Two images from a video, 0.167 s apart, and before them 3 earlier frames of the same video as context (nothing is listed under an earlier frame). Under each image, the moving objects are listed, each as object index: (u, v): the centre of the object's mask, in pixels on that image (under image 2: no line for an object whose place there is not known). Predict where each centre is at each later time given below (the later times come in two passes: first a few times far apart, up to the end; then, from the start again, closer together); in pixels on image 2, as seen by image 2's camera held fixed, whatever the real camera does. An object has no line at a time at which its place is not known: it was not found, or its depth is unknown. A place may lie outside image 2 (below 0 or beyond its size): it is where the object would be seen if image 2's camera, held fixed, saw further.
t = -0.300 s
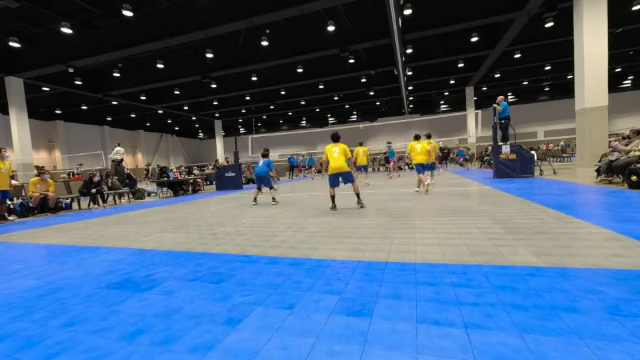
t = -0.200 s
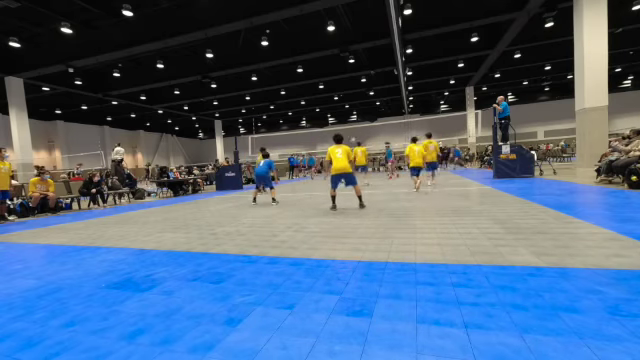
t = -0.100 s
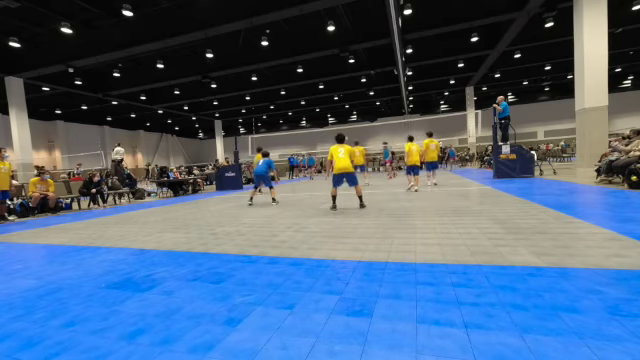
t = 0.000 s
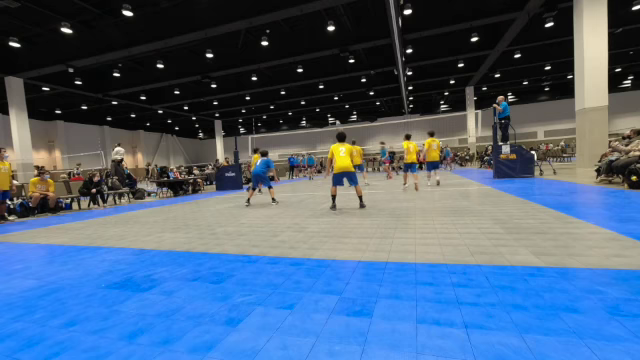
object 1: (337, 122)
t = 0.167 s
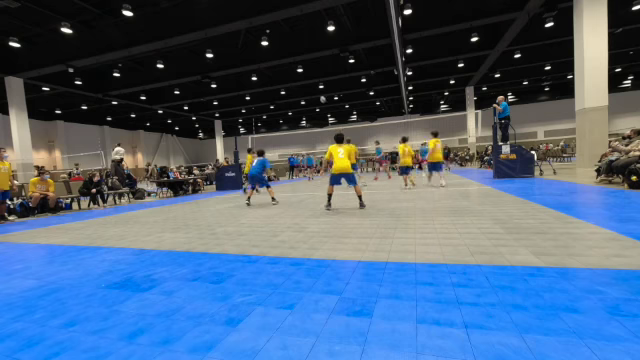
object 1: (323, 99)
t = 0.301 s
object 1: (308, 83)
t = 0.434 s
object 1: (292, 69)
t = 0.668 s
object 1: (257, 54)
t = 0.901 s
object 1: (210, 59)
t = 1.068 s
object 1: (165, 80)
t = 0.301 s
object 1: (308, 83)
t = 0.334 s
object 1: (305, 79)
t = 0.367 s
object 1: (301, 76)
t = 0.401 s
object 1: (297, 72)
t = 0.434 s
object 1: (292, 69)
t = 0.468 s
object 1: (288, 66)
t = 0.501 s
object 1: (283, 63)
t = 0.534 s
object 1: (279, 61)
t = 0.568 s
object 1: (274, 59)
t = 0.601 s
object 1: (268, 57)
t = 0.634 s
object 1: (263, 56)
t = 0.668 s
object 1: (257, 54)
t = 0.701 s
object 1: (251, 53)
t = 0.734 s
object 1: (245, 53)
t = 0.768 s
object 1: (239, 53)
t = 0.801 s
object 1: (232, 54)
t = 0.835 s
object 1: (225, 55)
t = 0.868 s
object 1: (218, 56)
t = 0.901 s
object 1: (210, 59)
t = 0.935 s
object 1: (202, 61)
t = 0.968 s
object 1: (193, 65)
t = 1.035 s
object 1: (175, 74)
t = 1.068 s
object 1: (165, 80)
